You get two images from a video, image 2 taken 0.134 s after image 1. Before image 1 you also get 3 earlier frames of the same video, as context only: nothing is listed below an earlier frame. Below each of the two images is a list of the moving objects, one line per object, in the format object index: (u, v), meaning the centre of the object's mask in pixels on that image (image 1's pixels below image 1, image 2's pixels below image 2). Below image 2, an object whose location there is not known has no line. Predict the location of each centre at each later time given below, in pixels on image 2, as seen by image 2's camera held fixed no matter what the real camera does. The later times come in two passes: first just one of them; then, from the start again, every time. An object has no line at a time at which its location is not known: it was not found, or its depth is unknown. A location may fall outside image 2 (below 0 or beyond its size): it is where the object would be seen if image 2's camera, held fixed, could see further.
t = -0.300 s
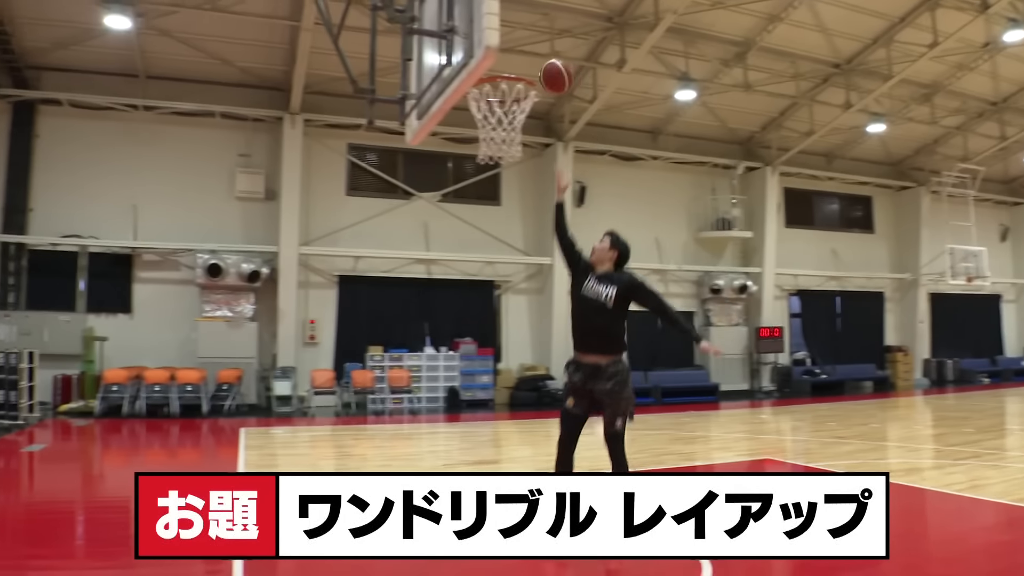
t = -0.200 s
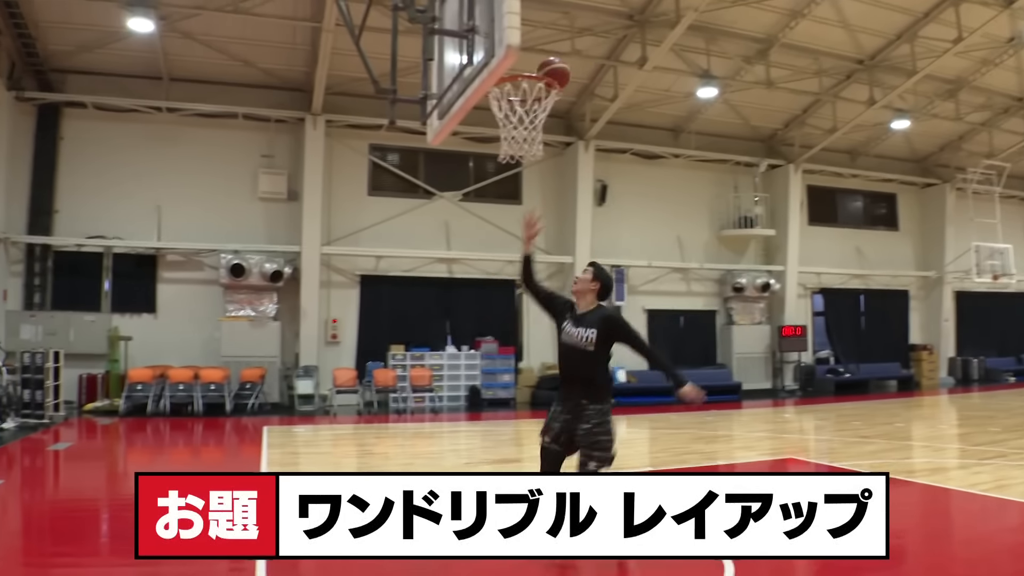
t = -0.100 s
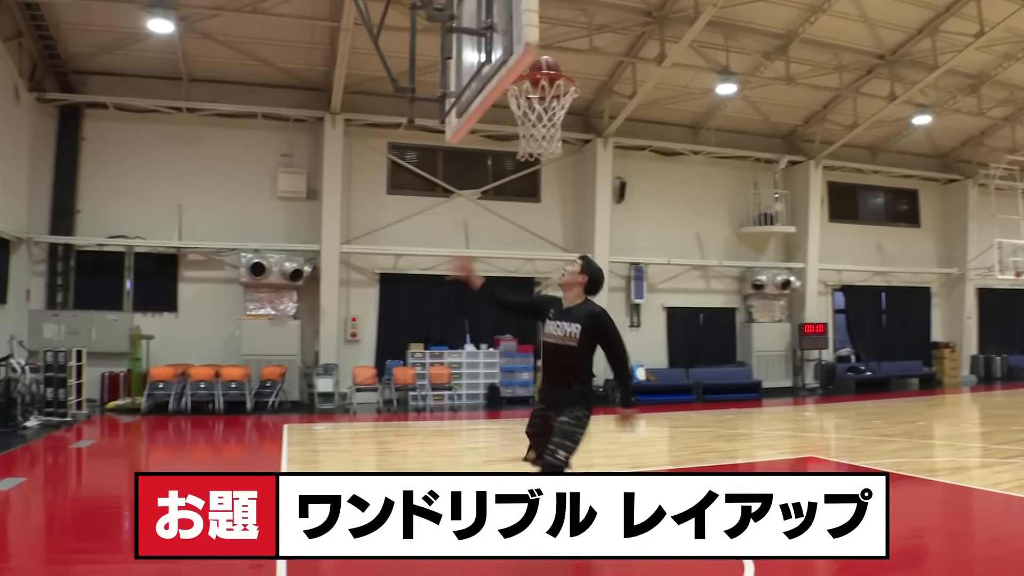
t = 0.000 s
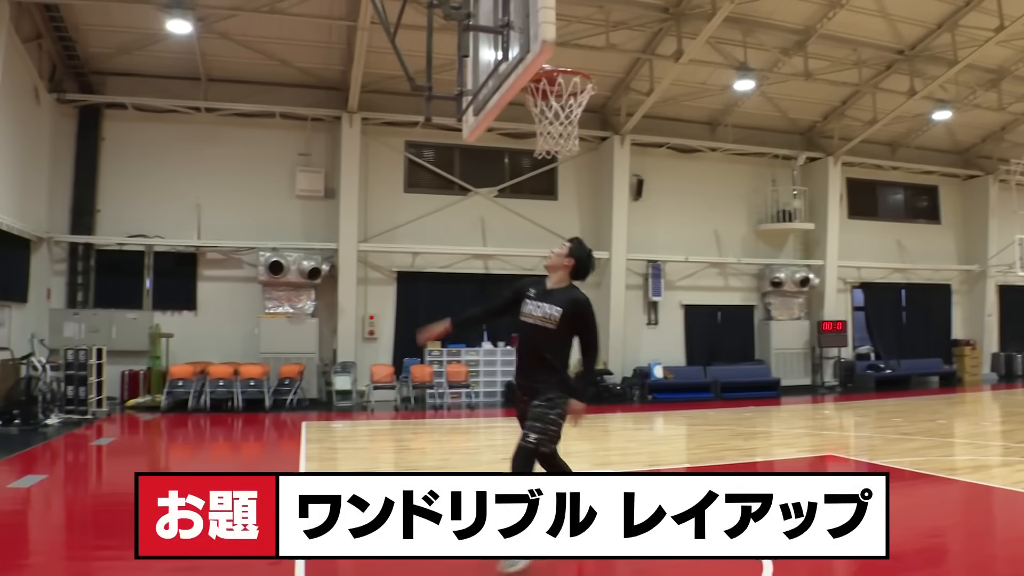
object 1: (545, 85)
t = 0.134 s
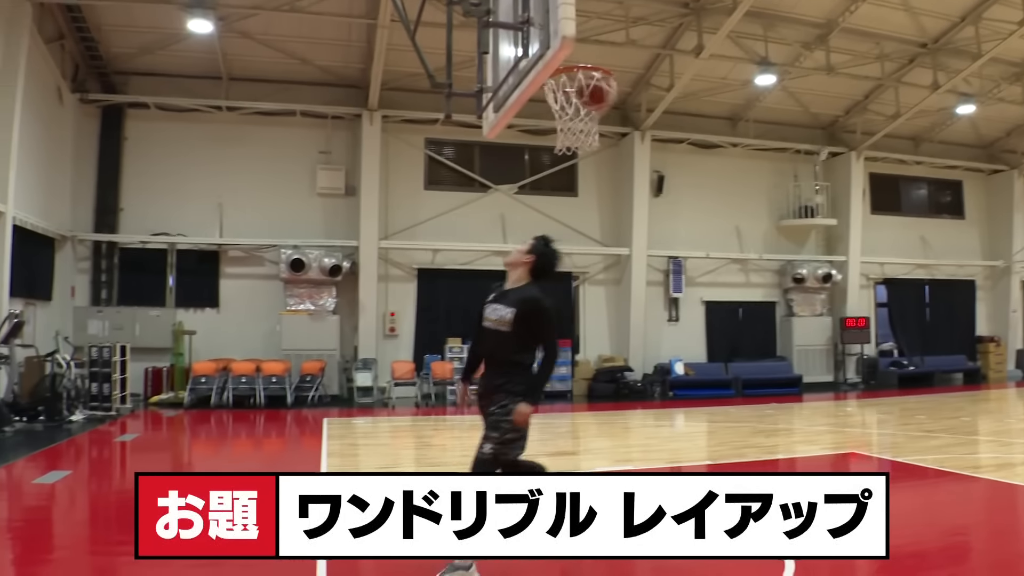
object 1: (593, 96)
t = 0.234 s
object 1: (608, 109)
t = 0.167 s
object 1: (602, 100)
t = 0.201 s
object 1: (606, 104)
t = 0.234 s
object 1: (608, 109)
